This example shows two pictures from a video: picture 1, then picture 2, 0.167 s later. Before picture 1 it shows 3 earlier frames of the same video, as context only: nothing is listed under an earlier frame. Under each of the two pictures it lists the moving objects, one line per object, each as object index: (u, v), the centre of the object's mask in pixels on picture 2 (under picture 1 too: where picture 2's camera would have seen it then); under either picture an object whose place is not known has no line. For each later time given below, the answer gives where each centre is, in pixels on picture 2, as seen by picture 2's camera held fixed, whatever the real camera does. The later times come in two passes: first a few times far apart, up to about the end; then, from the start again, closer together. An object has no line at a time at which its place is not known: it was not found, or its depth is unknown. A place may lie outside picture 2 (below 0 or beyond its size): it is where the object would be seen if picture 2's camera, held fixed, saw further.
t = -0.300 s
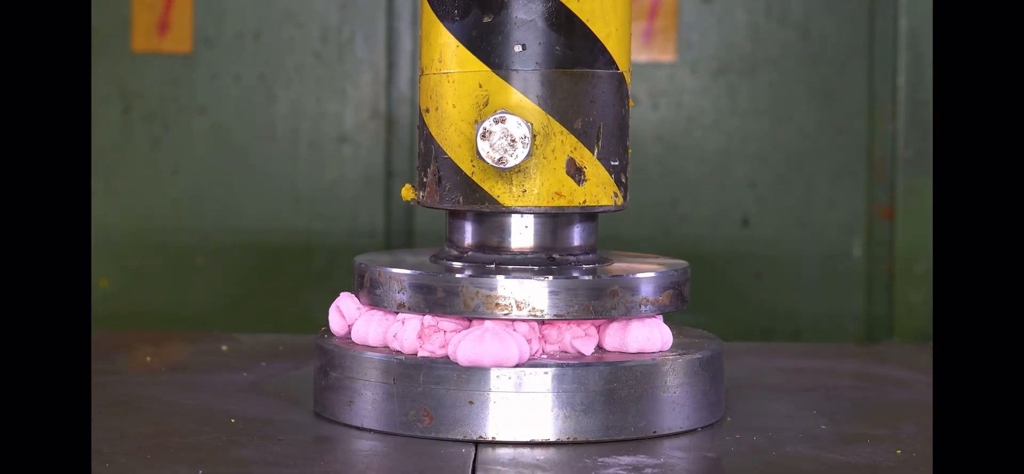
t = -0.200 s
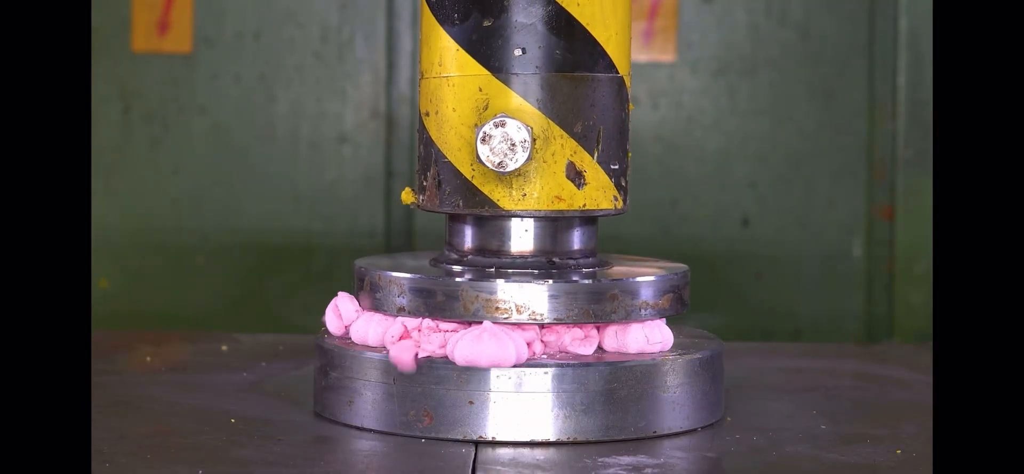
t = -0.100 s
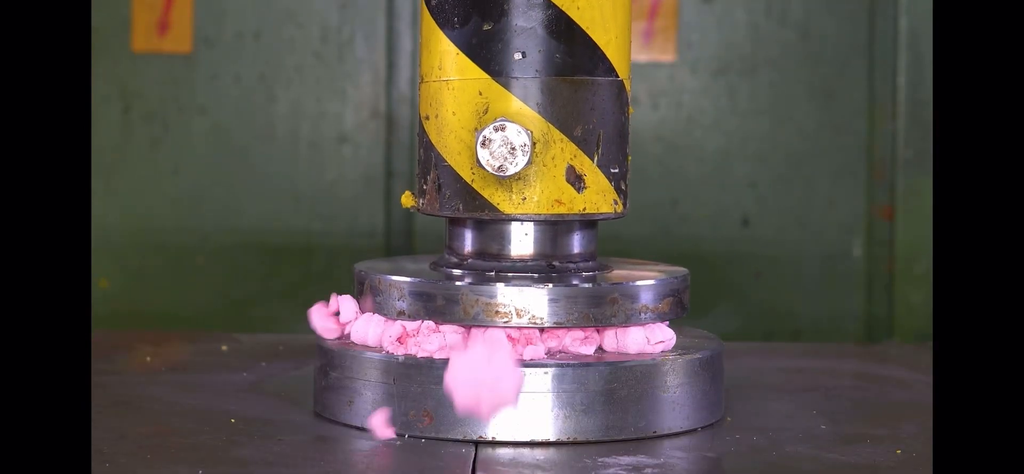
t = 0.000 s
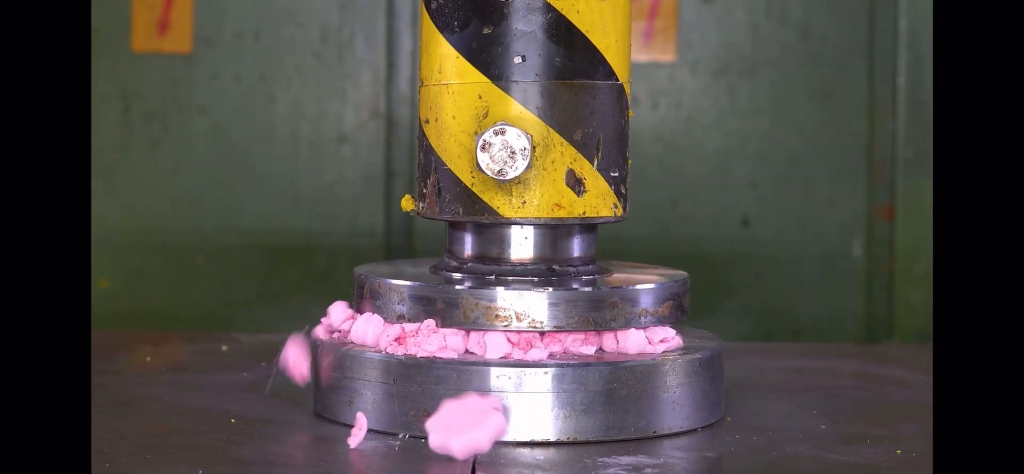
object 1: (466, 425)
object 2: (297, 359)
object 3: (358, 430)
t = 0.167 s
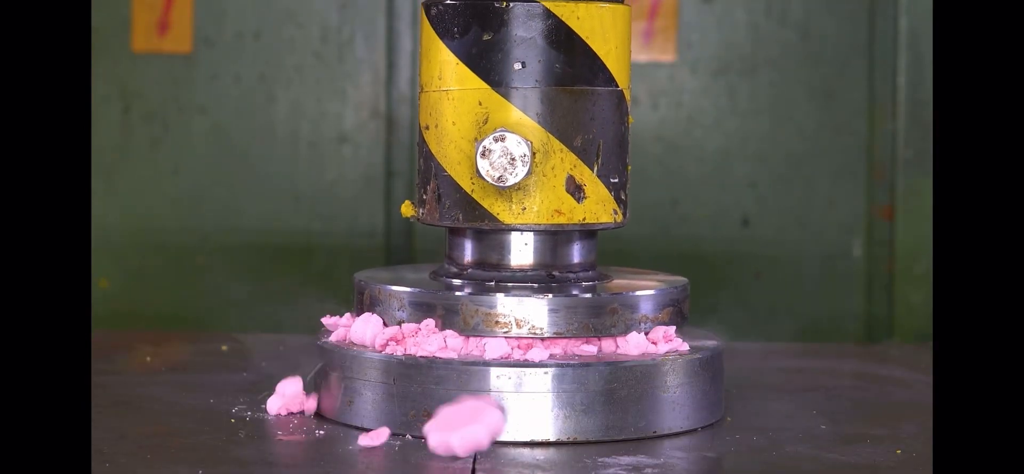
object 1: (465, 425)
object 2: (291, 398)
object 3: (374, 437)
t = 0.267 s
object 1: (488, 427)
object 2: (290, 406)
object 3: (374, 437)
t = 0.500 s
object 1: (473, 428)
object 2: (290, 407)
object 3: (377, 438)
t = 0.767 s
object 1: (471, 428)
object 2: (289, 406)
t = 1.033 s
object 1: (471, 427)
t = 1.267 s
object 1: (471, 427)
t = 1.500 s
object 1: (471, 427)
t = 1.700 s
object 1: (471, 427)
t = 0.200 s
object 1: (473, 427)
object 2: (292, 404)
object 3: (371, 436)
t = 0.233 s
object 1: (481, 428)
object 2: (292, 405)
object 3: (372, 436)
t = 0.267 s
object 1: (488, 427)
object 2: (290, 406)
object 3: (374, 437)
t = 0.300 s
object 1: (489, 428)
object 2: (291, 406)
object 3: (376, 438)
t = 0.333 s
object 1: (486, 428)
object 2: (290, 407)
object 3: (377, 438)
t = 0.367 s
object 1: (483, 428)
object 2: (290, 407)
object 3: (377, 438)
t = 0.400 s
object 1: (482, 427)
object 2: (290, 407)
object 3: (376, 438)
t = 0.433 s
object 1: (480, 428)
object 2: (290, 407)
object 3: (377, 438)
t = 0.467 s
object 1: (476, 428)
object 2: (290, 407)
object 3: (377, 438)
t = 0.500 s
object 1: (473, 428)
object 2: (290, 407)
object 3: (377, 438)
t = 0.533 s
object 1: (470, 428)
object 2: (290, 407)
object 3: (377, 438)
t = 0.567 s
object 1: (470, 428)
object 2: (290, 407)
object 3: (377, 438)
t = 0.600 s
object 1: (470, 428)
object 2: (290, 407)
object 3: (376, 438)
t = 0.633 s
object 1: (472, 428)
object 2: (290, 407)
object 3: (377, 438)
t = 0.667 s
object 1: (473, 428)
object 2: (291, 405)
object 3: (377, 437)
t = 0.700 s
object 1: (473, 428)
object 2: (290, 406)
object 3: (377, 437)
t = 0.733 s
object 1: (472, 428)
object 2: (290, 406)
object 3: (377, 437)
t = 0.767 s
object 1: (471, 428)
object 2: (289, 406)
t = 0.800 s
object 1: (471, 428)
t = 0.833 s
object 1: (471, 428)
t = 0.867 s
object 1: (471, 427)
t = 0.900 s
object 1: (471, 427)
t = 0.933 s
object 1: (471, 427)
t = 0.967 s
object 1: (471, 427)
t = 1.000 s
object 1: (471, 427)
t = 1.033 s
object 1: (471, 427)
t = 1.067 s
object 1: (471, 427)
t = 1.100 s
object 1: (471, 427)
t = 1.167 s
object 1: (471, 427)
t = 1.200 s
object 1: (471, 427)
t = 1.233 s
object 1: (471, 427)
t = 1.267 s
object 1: (471, 427)
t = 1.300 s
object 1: (471, 427)
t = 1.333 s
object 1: (471, 427)
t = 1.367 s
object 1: (471, 427)
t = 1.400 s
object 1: (471, 427)
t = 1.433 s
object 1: (471, 427)
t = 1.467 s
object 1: (471, 427)
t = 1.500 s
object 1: (471, 427)
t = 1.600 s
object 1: (471, 427)
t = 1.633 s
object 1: (471, 427)
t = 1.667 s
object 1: (471, 427)
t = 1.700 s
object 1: (471, 427)
